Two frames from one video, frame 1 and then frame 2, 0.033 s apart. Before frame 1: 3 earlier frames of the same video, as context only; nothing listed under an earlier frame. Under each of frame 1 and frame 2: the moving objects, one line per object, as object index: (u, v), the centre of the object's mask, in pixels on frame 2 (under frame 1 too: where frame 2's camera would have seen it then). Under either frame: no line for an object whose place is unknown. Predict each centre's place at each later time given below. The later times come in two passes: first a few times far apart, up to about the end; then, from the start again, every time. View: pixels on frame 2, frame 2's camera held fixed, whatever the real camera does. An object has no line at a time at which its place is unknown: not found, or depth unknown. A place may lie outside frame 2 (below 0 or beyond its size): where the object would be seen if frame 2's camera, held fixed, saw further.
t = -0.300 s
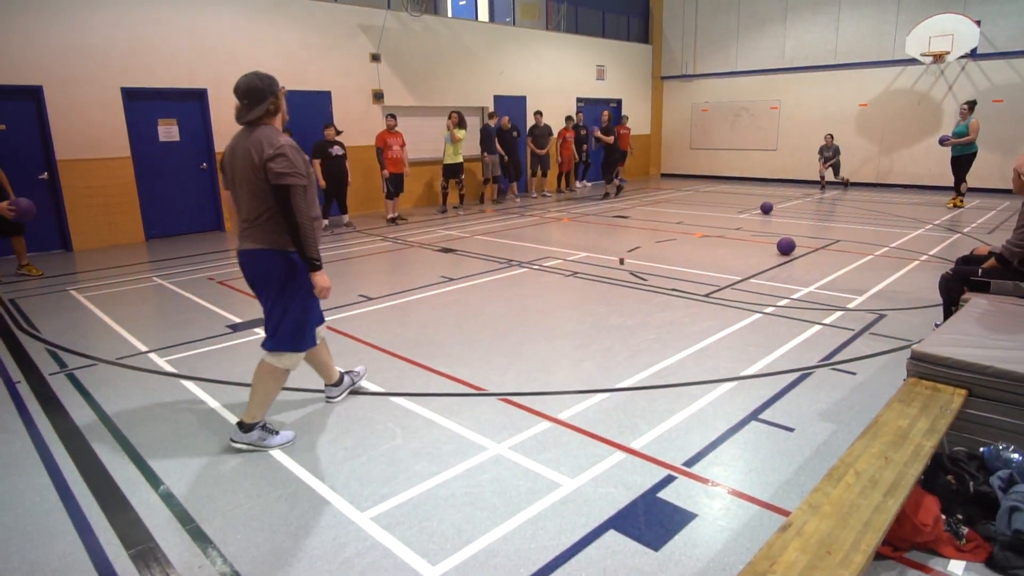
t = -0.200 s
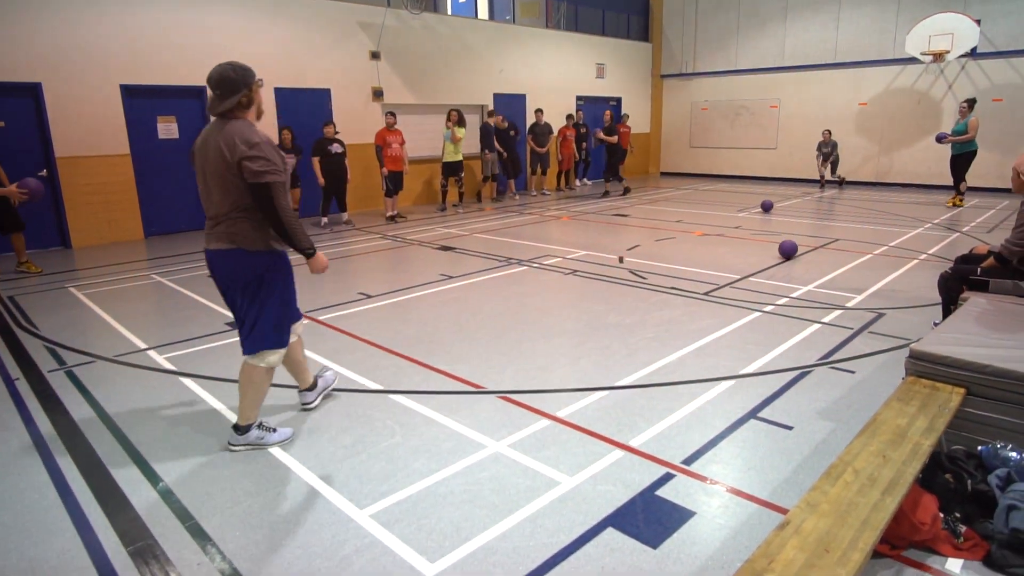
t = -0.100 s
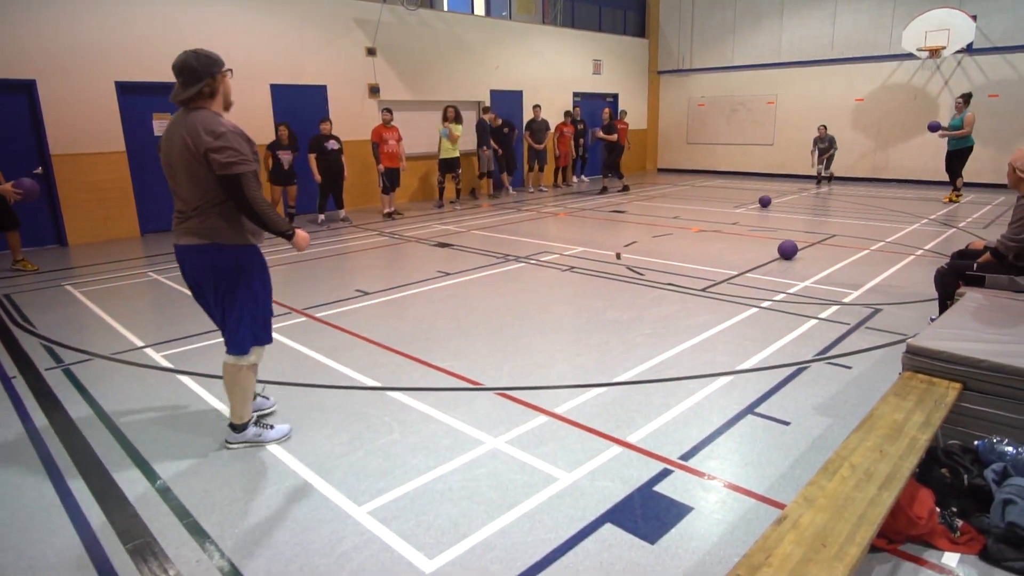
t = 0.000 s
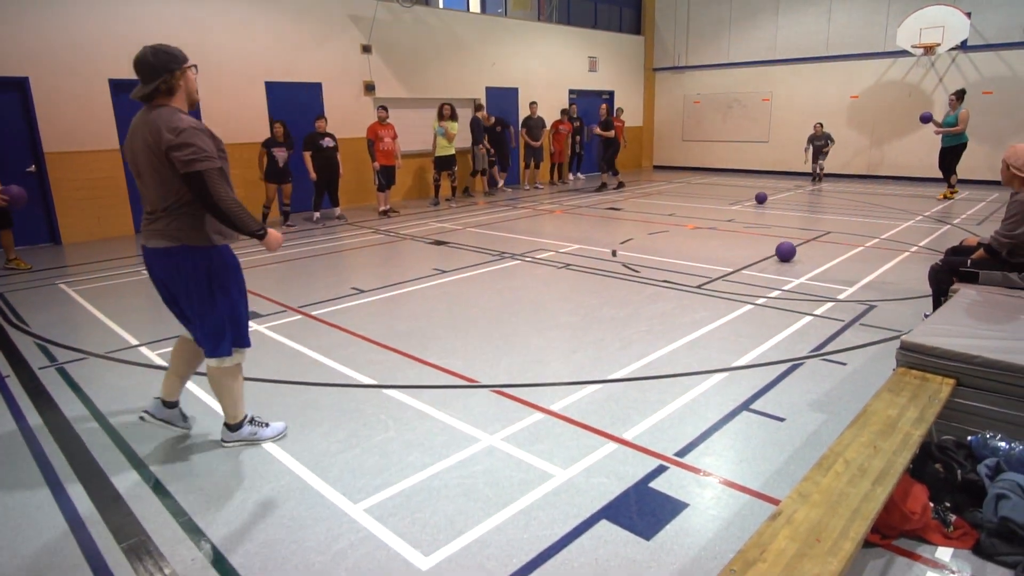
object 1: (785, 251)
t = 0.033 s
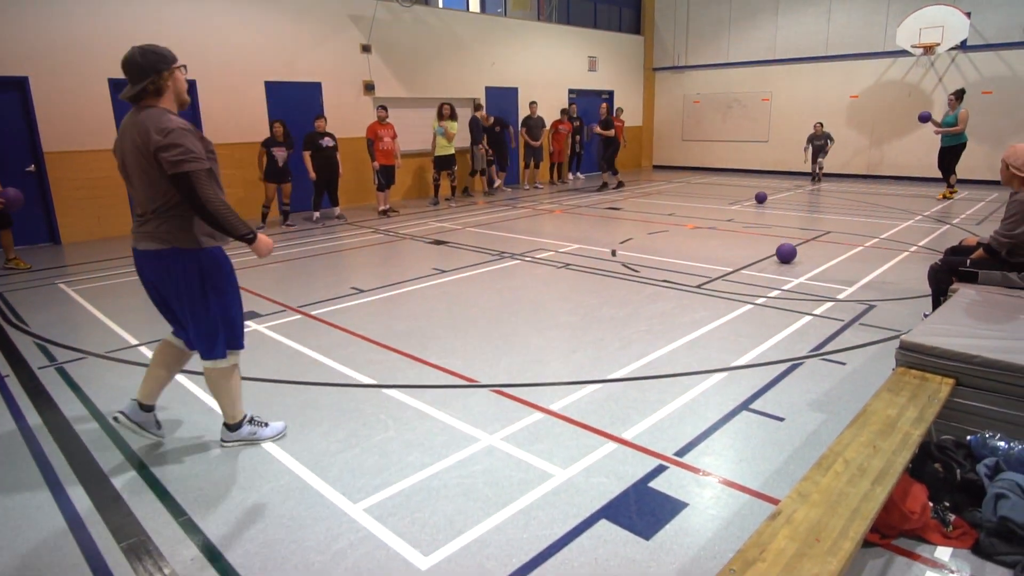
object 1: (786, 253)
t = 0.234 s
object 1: (792, 264)
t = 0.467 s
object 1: (801, 279)
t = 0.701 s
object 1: (812, 297)
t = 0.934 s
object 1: (825, 317)
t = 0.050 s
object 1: (786, 254)
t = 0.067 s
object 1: (787, 254)
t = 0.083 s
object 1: (788, 256)
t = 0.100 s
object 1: (788, 257)
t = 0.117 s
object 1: (789, 257)
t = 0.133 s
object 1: (789, 258)
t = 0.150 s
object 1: (790, 259)
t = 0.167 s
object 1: (790, 260)
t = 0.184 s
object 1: (791, 261)
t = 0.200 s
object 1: (791, 262)
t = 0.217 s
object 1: (792, 263)
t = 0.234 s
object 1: (792, 264)
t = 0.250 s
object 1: (793, 265)
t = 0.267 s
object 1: (794, 266)
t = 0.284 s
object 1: (794, 267)
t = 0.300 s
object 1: (795, 268)
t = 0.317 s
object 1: (795, 269)
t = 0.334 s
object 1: (796, 270)
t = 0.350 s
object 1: (797, 271)
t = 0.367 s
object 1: (797, 272)
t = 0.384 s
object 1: (798, 273)
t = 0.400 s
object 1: (799, 275)
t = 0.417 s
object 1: (799, 276)
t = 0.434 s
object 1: (800, 277)
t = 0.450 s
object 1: (801, 278)
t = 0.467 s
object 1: (801, 279)
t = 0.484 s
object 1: (802, 280)
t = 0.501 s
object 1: (803, 281)
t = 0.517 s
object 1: (803, 283)
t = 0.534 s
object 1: (804, 284)
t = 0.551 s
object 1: (805, 285)
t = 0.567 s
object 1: (806, 286)
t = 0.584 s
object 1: (806, 287)
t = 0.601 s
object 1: (807, 289)
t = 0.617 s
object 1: (808, 290)
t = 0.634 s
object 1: (809, 291)
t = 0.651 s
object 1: (809, 293)
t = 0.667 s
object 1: (810, 294)
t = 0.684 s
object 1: (811, 295)
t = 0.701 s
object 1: (812, 297)
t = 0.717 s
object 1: (813, 298)
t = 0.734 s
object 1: (814, 299)
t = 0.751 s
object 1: (814, 300)
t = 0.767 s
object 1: (815, 302)
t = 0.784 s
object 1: (816, 303)
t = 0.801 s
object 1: (817, 305)
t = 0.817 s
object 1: (818, 306)
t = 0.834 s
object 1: (819, 308)
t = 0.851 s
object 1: (820, 309)
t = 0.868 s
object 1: (821, 311)
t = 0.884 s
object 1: (822, 312)
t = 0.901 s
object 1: (823, 314)
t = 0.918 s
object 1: (824, 316)
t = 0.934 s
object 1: (825, 317)
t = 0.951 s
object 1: (826, 319)
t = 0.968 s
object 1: (827, 321)
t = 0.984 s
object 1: (828, 323)
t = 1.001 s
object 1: (829, 324)
